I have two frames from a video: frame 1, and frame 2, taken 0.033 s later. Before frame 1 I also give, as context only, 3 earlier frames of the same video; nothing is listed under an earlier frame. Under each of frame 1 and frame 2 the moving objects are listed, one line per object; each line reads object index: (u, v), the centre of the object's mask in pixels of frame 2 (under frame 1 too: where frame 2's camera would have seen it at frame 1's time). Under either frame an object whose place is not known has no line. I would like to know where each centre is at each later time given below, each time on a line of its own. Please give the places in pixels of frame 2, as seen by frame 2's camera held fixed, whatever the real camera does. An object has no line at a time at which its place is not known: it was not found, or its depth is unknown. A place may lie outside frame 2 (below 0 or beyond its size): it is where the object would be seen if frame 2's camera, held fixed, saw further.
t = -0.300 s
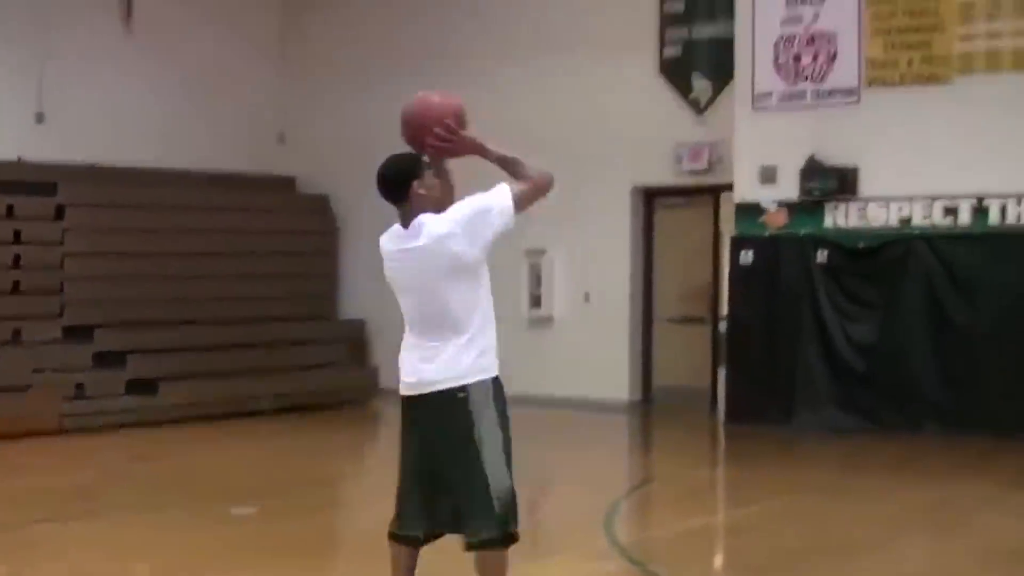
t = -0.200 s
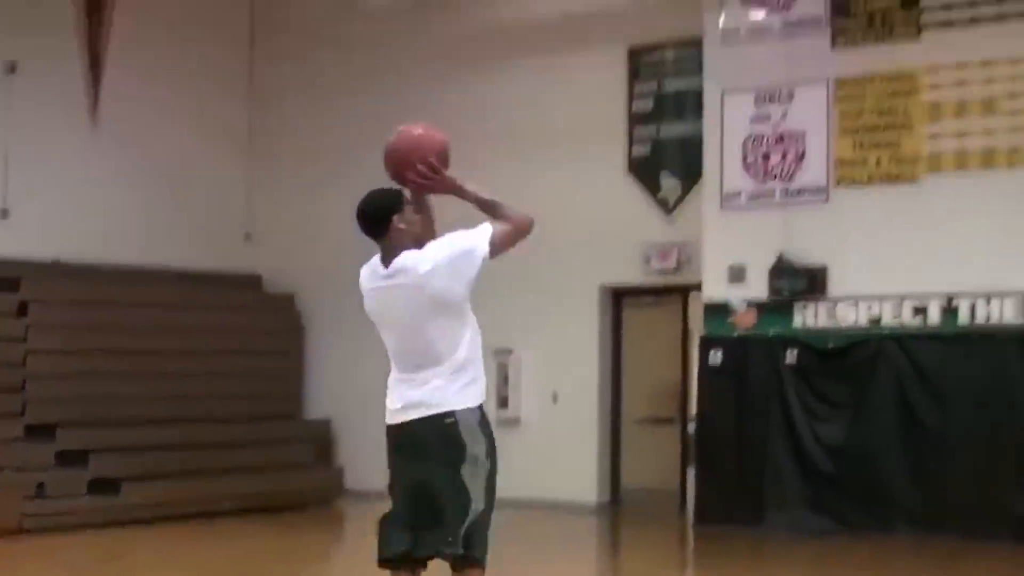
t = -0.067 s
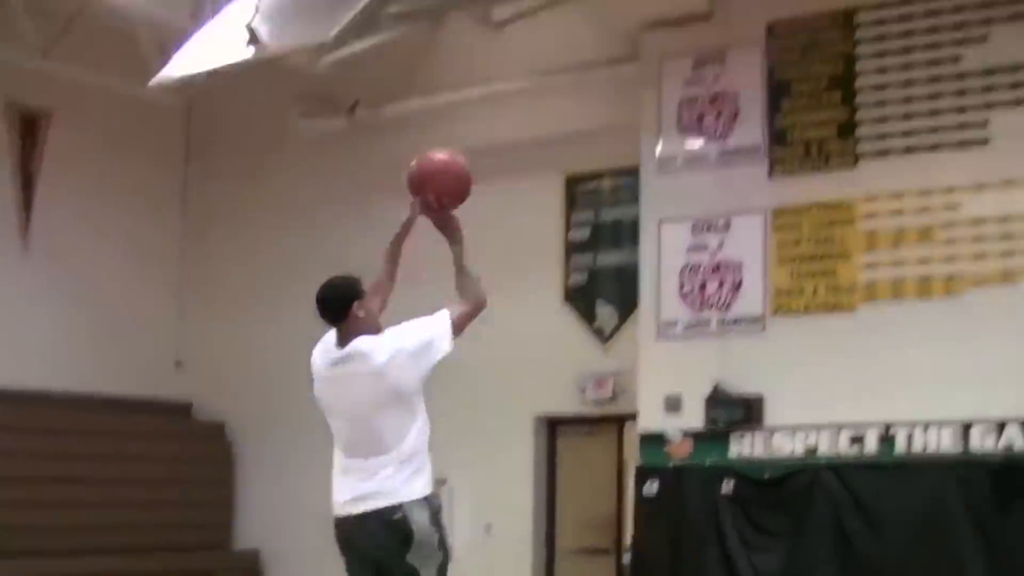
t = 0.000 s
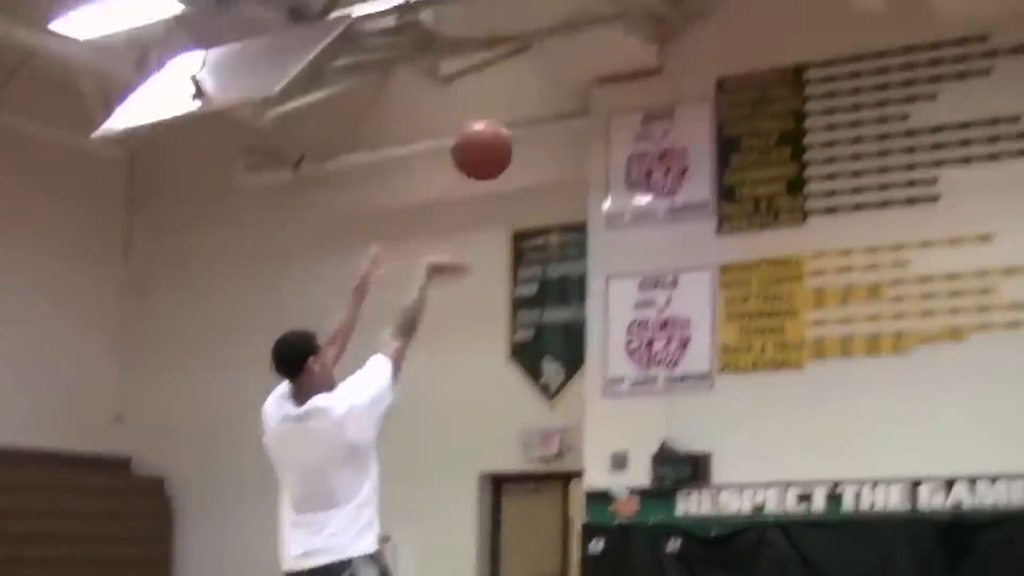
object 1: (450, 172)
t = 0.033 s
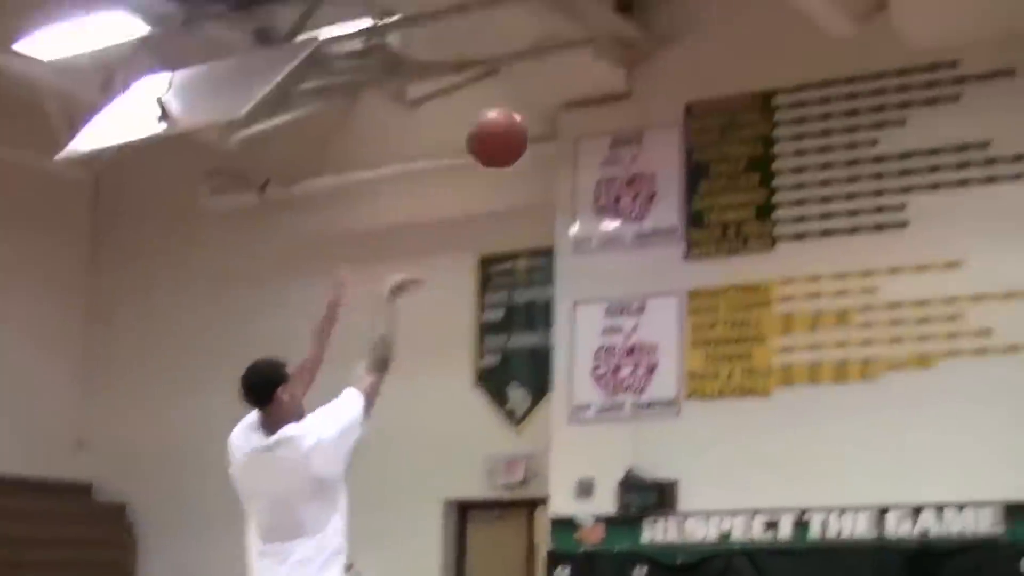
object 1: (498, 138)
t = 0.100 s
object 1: (585, 81)
